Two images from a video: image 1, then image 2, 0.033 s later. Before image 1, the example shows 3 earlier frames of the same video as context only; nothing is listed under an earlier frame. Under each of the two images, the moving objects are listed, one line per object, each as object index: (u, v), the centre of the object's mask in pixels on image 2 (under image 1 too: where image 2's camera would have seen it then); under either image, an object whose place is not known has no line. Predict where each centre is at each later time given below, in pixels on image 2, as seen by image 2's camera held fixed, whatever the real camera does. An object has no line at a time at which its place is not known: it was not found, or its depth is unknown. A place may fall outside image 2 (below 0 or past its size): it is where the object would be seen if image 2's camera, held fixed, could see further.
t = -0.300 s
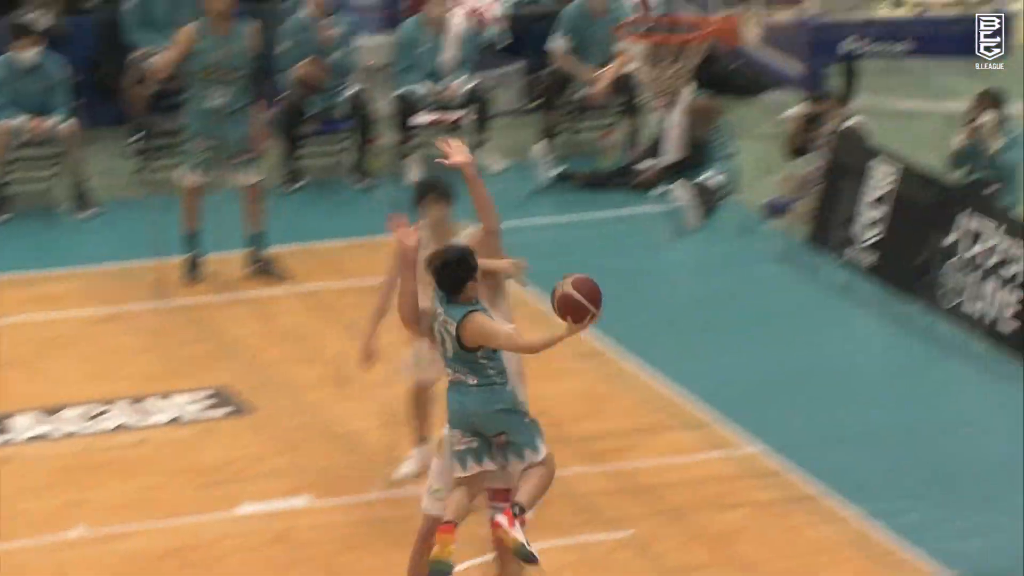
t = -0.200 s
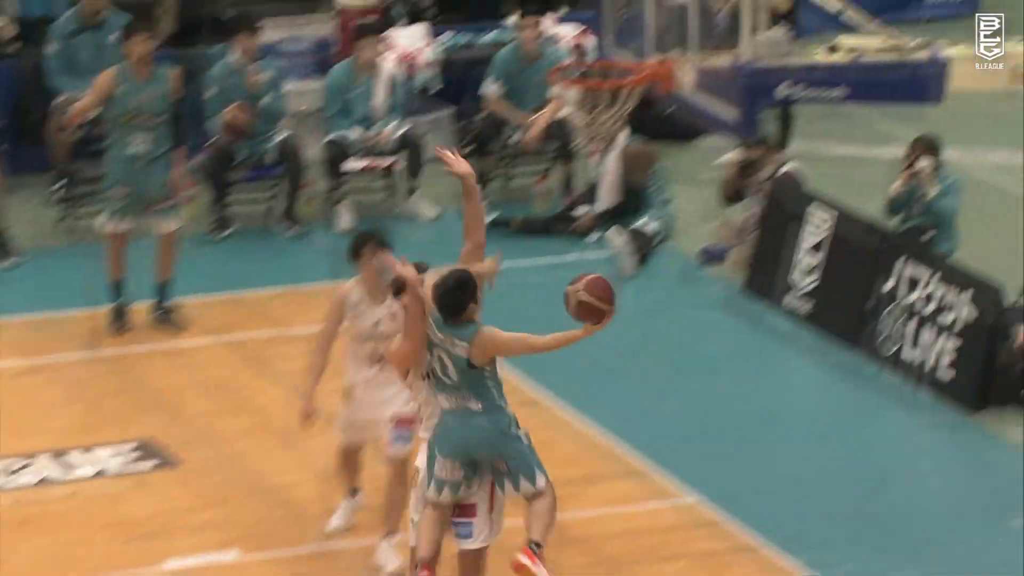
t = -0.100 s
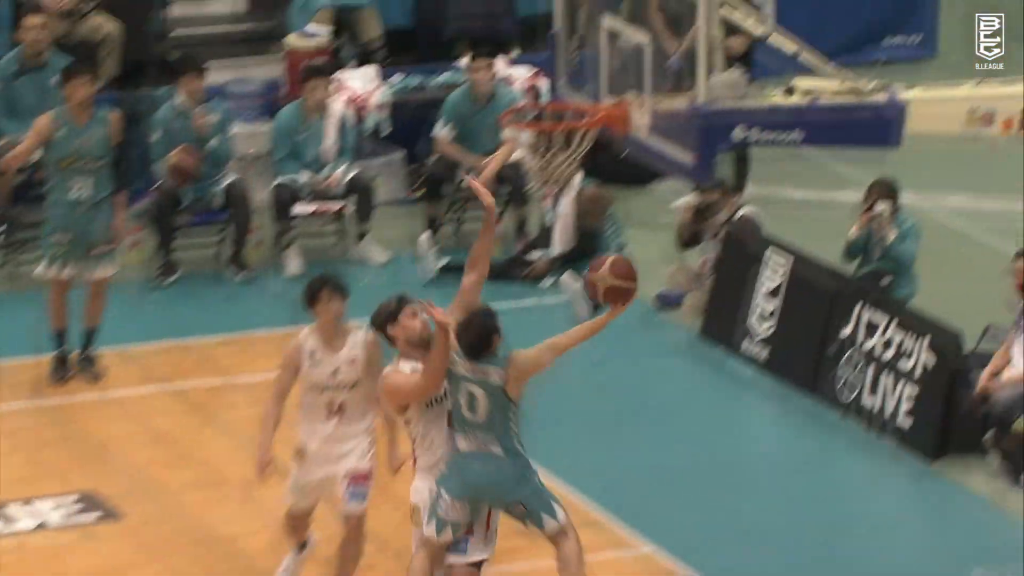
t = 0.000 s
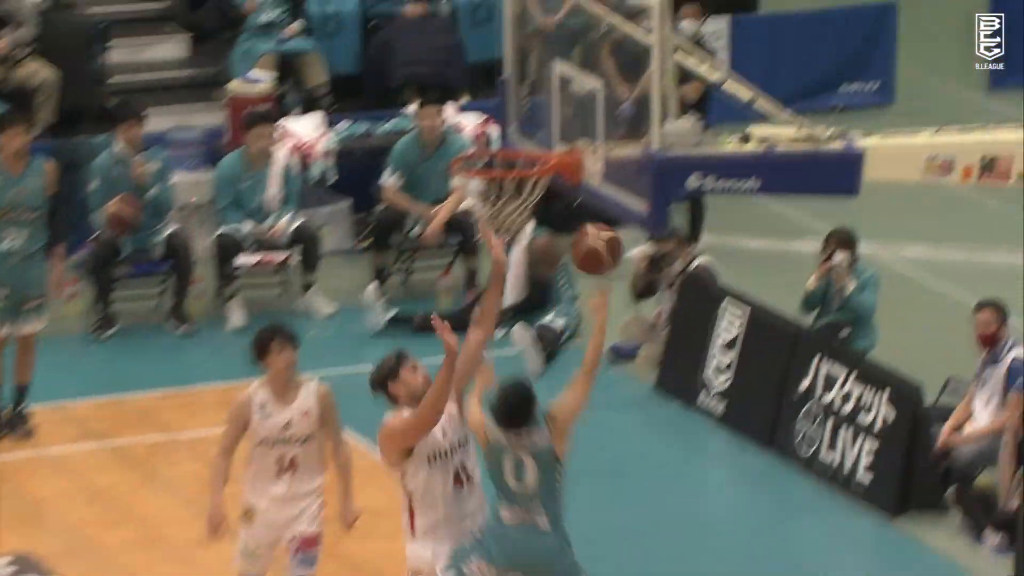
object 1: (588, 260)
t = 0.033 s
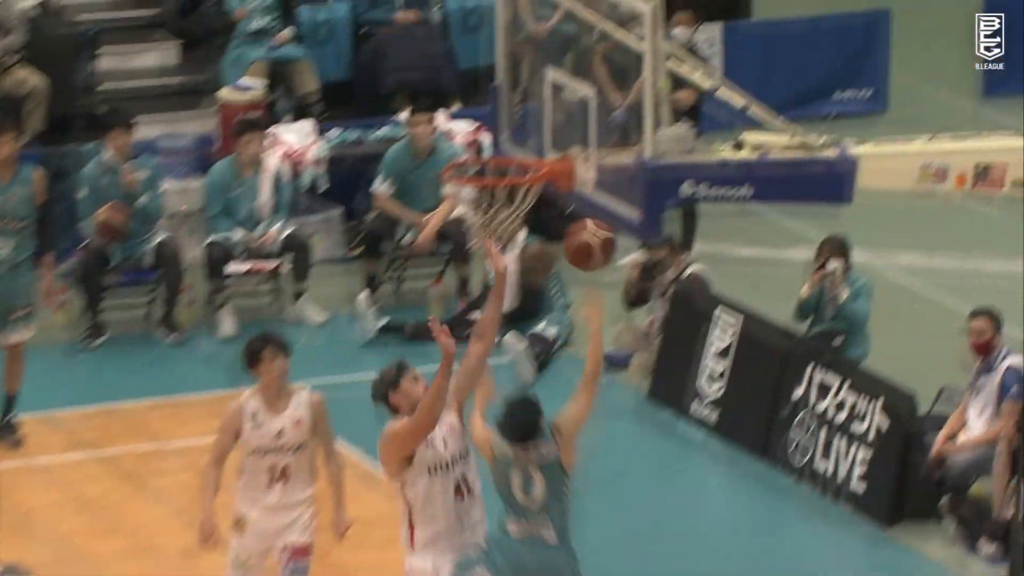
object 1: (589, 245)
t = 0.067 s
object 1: (592, 221)
